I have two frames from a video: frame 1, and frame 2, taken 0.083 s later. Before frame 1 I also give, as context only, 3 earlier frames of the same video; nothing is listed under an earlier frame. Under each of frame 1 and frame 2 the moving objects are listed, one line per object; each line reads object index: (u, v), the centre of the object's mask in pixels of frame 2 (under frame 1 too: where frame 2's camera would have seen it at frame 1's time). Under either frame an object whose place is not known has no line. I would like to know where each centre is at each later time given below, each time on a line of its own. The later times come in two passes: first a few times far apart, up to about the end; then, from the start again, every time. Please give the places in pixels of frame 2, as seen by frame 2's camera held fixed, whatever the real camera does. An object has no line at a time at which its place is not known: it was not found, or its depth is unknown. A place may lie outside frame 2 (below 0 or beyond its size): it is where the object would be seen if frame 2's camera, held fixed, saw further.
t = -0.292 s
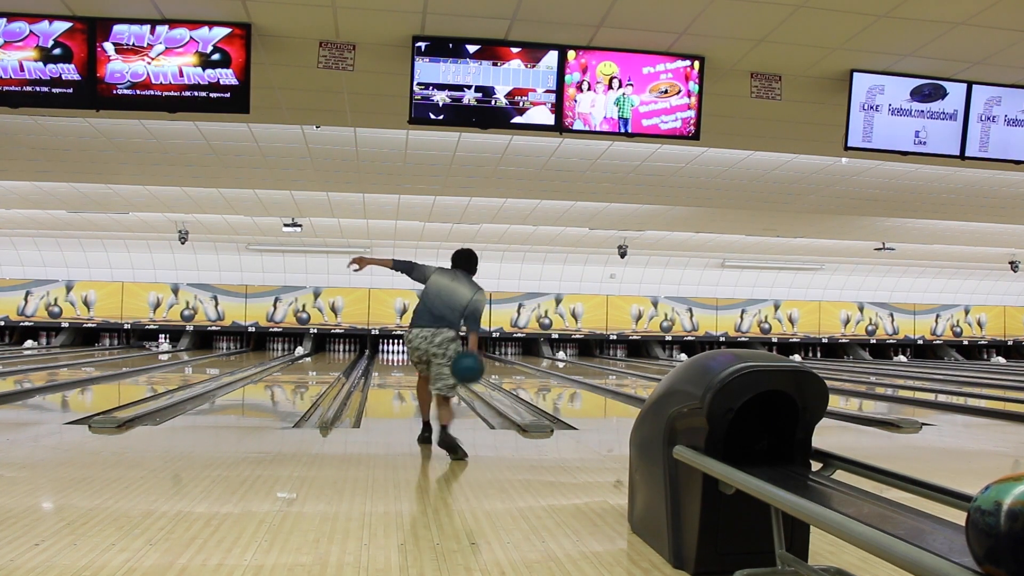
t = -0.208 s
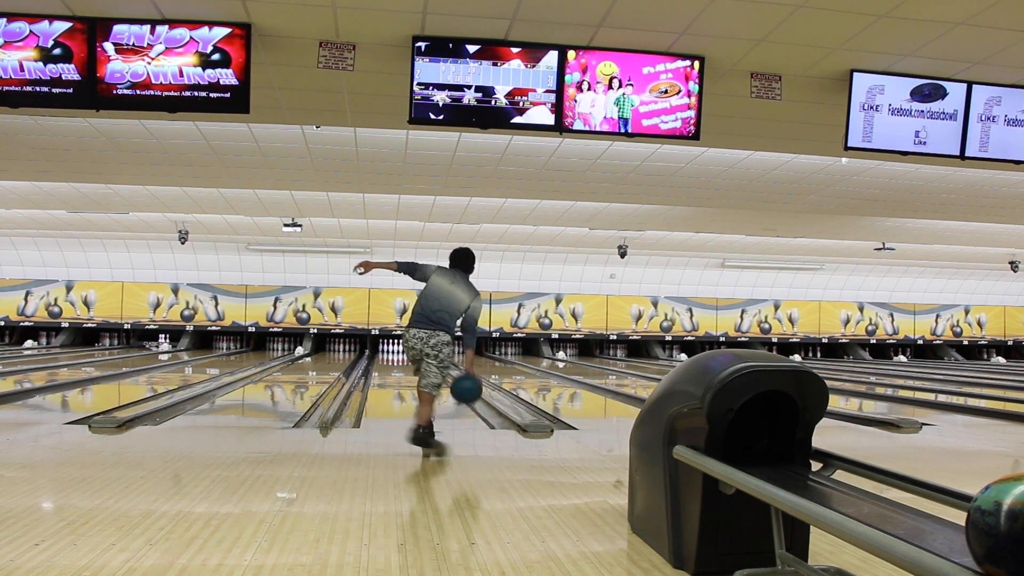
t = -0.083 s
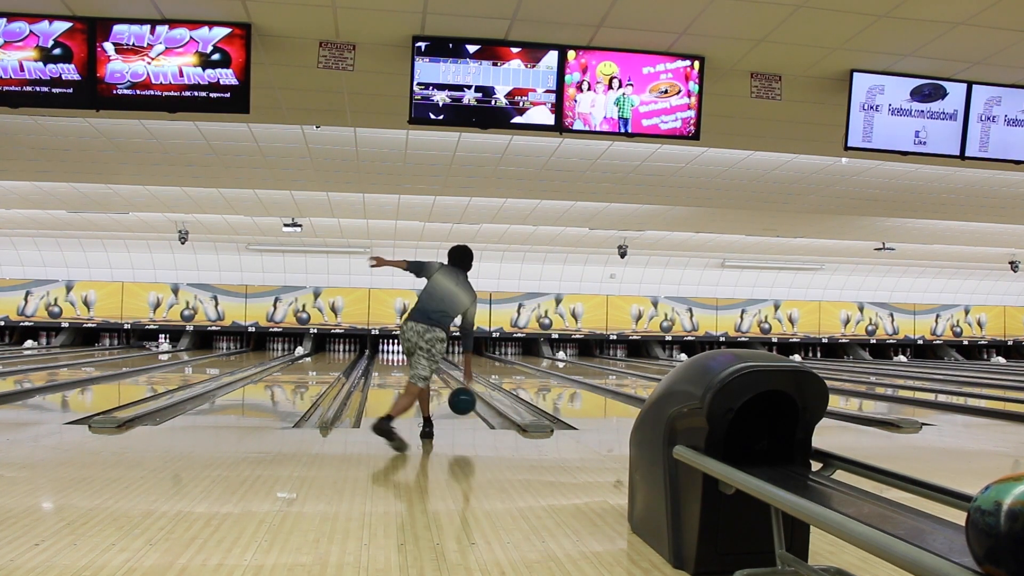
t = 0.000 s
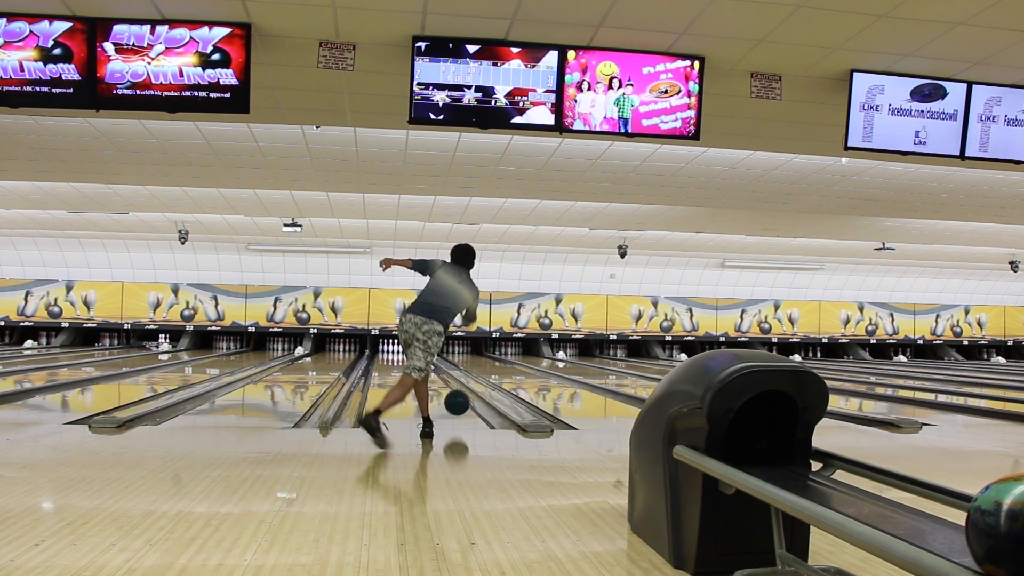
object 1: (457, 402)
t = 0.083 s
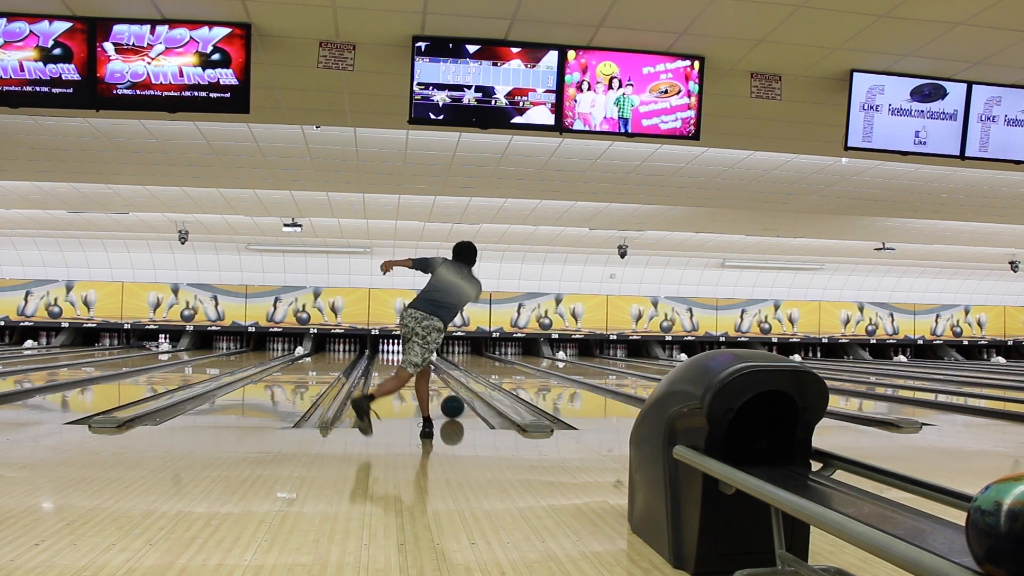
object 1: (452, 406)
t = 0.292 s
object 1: (444, 393)
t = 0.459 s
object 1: (441, 386)
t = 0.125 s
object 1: (450, 404)
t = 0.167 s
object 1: (449, 401)
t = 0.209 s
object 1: (447, 398)
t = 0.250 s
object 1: (445, 396)
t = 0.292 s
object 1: (444, 393)
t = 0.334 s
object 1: (443, 391)
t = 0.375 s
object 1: (442, 389)
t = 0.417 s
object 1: (441, 387)
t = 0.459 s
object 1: (441, 386)
